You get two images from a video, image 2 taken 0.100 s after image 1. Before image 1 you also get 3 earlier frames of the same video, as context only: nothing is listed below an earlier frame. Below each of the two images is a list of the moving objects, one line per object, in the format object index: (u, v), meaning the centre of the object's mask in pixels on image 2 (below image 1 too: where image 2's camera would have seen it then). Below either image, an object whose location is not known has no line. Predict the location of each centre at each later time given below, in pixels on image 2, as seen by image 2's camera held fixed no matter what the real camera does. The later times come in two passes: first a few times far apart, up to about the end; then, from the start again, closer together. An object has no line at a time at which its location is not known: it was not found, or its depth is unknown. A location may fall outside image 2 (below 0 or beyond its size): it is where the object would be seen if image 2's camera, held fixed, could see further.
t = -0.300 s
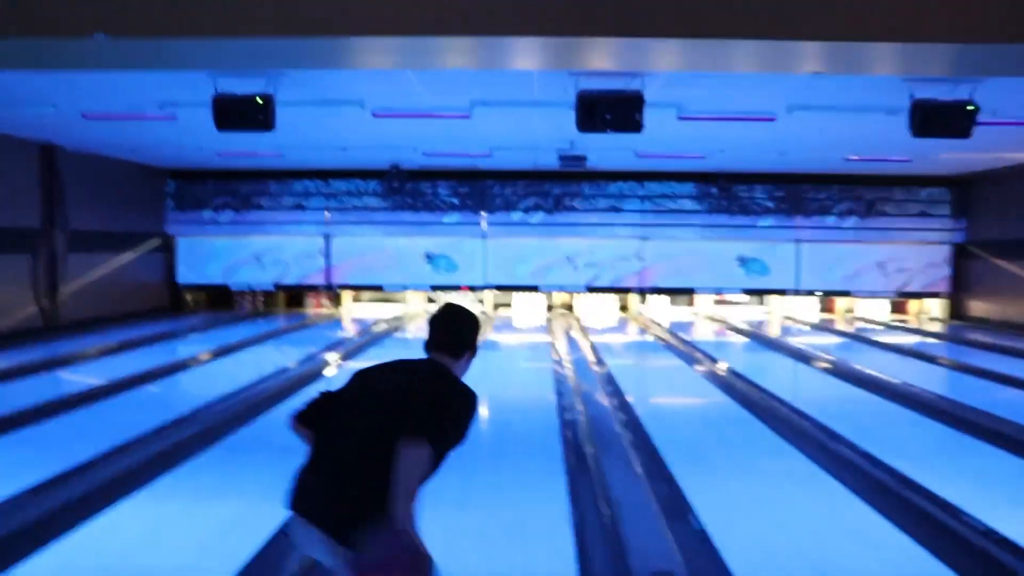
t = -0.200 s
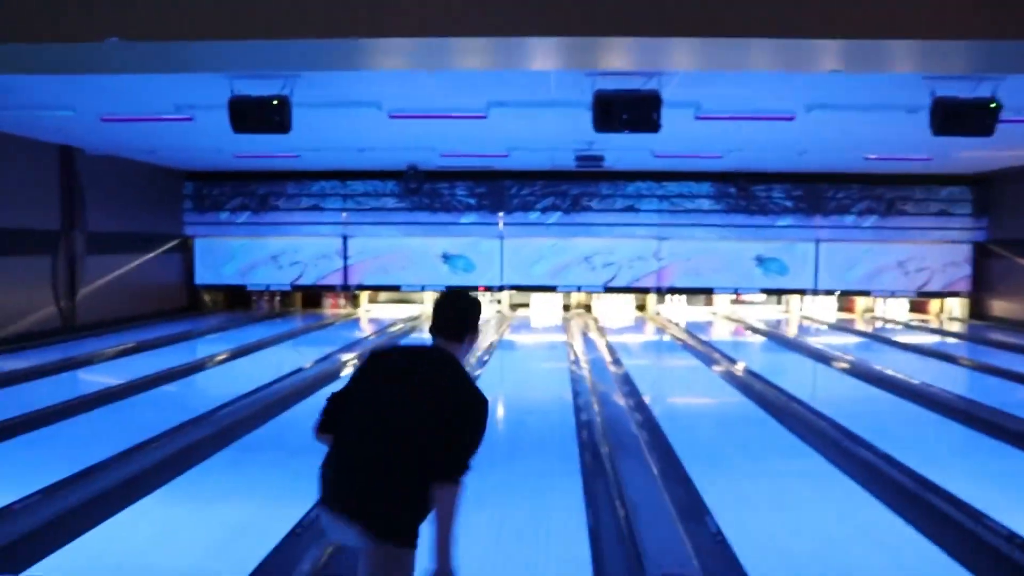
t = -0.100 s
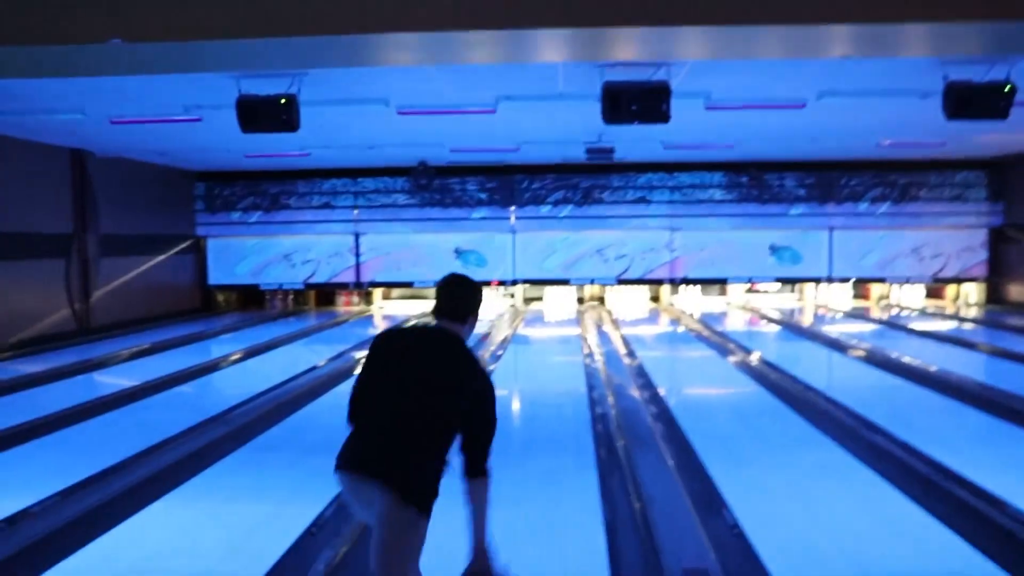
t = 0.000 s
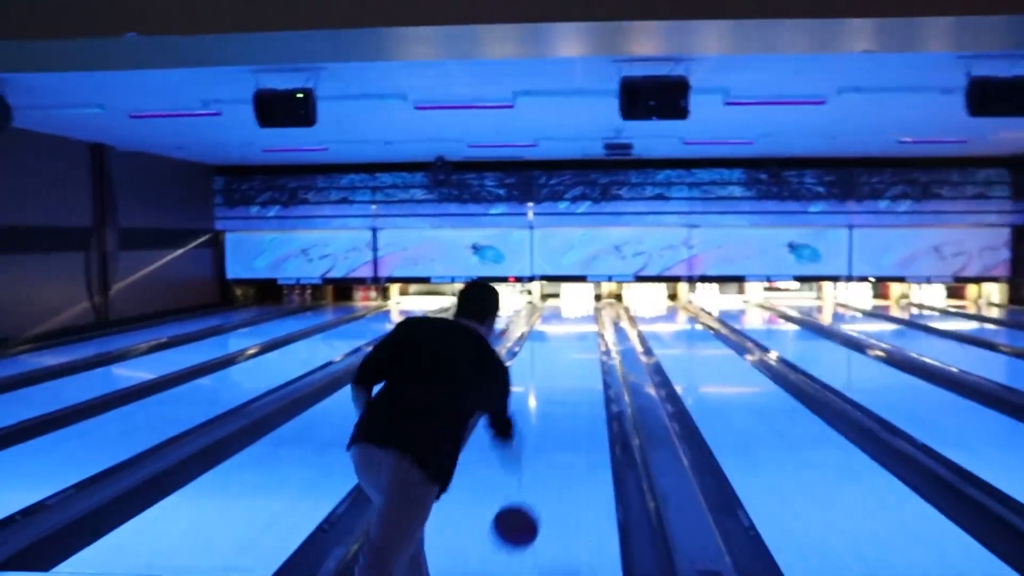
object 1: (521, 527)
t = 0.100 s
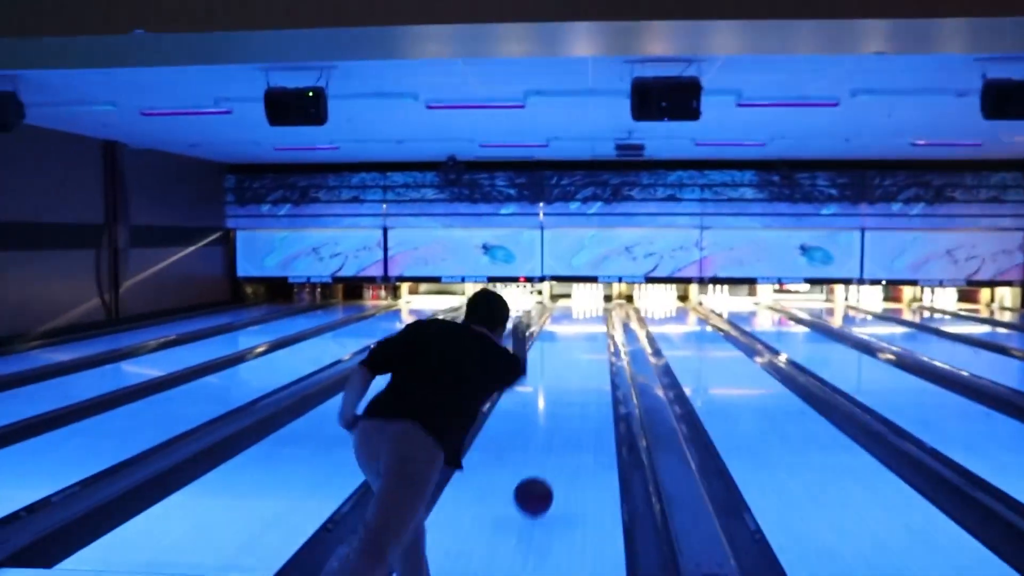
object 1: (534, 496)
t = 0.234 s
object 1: (544, 455)
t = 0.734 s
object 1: (566, 368)
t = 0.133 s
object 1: (536, 489)
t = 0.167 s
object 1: (539, 475)
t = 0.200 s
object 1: (542, 465)
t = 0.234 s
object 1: (544, 455)
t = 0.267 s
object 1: (546, 446)
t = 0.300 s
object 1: (548, 437)
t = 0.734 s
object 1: (566, 368)
